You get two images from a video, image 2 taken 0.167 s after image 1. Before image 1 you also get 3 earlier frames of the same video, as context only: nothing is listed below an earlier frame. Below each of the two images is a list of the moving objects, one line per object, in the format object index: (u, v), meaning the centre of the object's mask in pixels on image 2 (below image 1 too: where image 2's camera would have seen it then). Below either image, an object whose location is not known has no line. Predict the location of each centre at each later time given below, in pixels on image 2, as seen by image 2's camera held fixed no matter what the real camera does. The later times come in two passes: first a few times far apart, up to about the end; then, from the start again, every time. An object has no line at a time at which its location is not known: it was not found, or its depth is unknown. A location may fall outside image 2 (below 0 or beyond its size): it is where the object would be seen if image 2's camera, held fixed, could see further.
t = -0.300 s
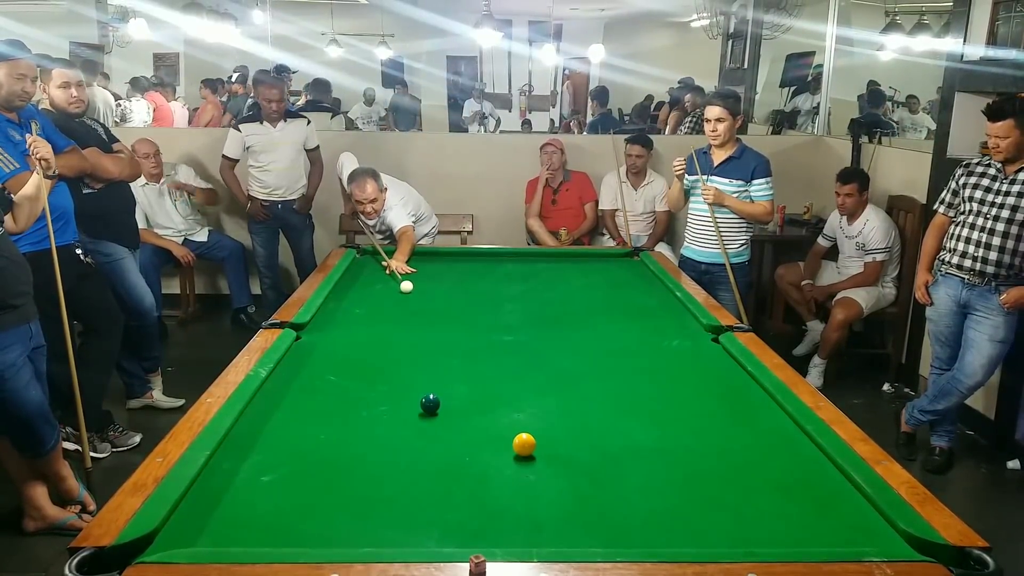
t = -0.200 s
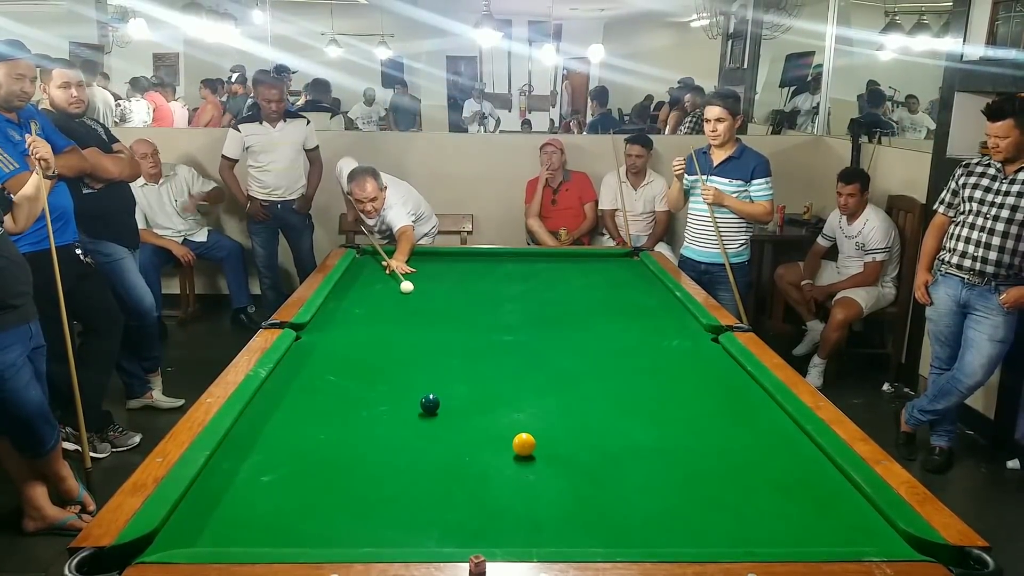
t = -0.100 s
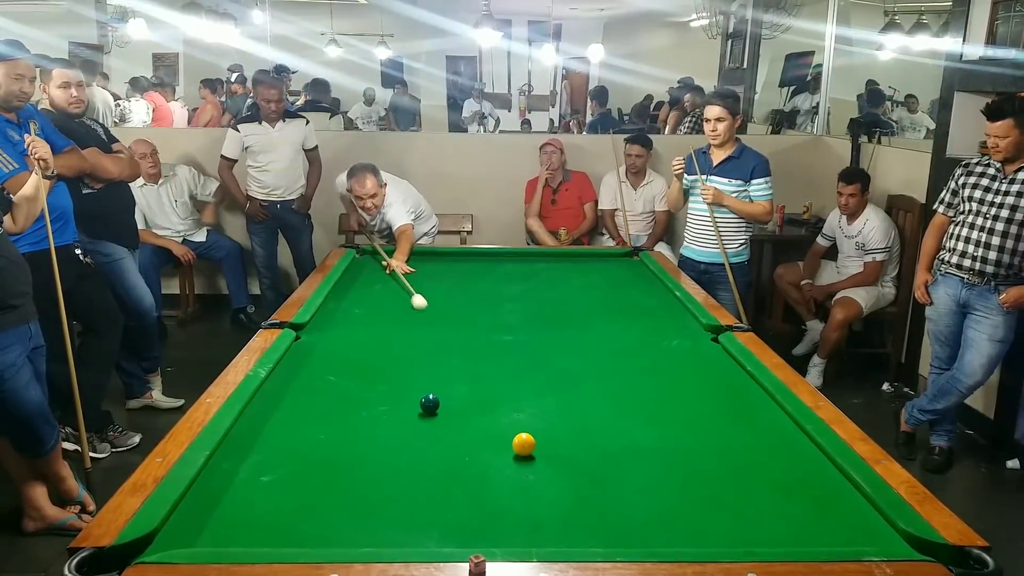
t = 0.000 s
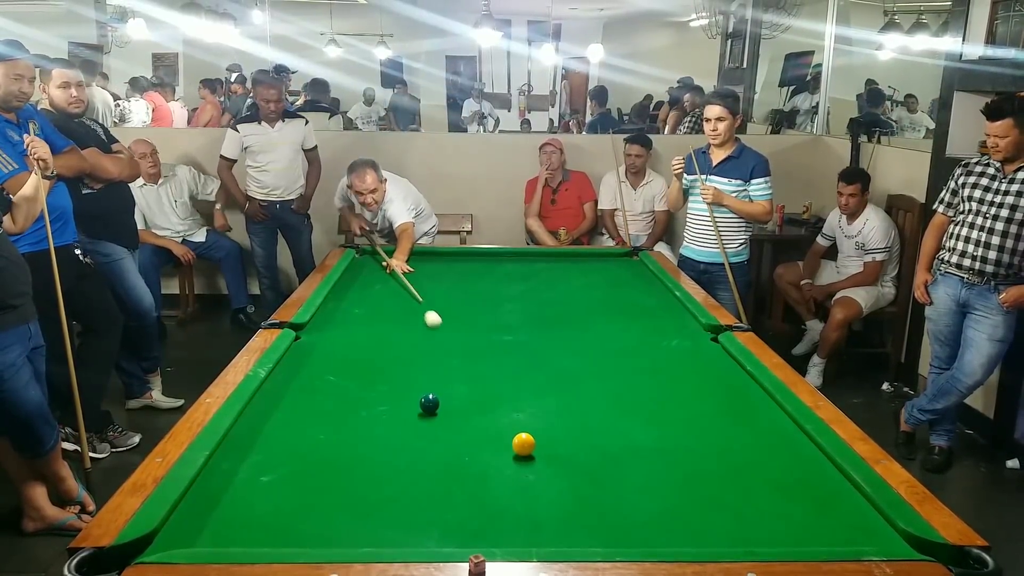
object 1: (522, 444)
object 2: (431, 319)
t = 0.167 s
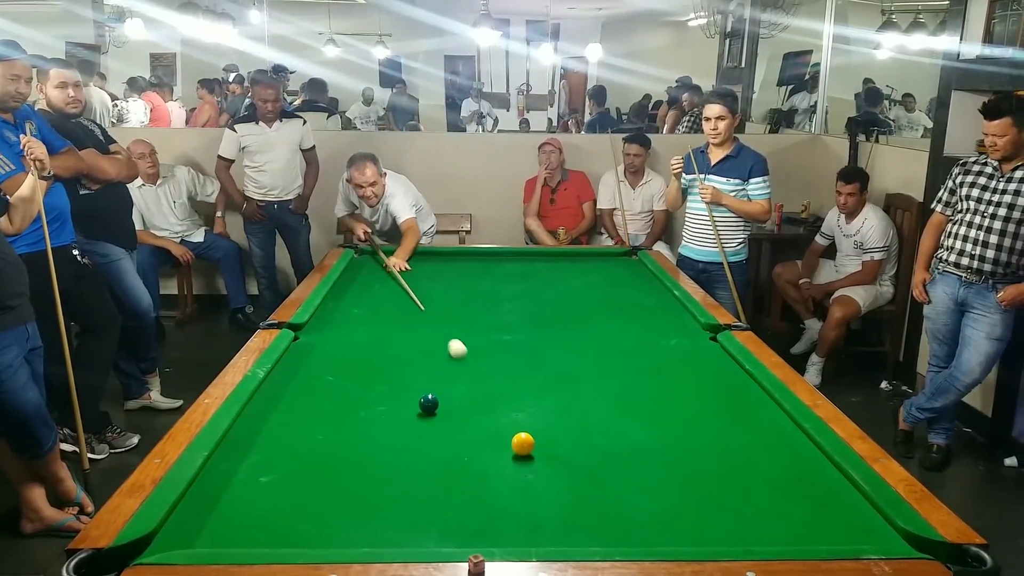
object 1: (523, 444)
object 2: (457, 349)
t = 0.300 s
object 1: (522, 444)
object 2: (482, 378)
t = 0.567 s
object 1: (507, 459)
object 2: (566, 443)
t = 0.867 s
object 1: (445, 520)
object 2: (738, 500)
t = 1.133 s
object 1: (403, 519)
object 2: (912, 543)
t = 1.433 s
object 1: (377, 479)
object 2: (880, 537)
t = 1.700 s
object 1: (358, 450)
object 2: (850, 536)
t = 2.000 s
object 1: (341, 424)
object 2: (822, 535)
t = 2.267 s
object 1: (329, 405)
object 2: (803, 534)
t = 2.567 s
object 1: (318, 388)
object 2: (786, 531)
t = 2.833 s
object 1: (309, 375)
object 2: (777, 532)
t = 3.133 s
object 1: (302, 363)
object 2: (774, 531)
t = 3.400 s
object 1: (297, 354)
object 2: (774, 532)
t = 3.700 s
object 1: (300, 346)
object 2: (774, 532)
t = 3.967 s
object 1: (308, 341)
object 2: (774, 532)
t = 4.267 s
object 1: (316, 337)
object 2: (774, 532)
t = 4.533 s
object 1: (321, 334)
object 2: (774, 532)
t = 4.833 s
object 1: (326, 331)
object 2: (774, 532)
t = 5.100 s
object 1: (329, 330)
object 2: (774, 532)
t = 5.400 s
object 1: (330, 330)
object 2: (774, 532)
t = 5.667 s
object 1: (330, 330)
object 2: (774, 531)
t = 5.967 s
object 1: (330, 330)
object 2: (774, 532)
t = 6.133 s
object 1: (330, 329)
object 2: (774, 532)
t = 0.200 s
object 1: (522, 444)
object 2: (462, 356)
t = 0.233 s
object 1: (522, 444)
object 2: (468, 363)
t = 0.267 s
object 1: (522, 444)
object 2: (475, 370)
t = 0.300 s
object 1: (522, 444)
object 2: (482, 378)
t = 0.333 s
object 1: (522, 444)
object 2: (489, 386)
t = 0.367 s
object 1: (522, 444)
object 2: (496, 395)
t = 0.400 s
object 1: (522, 444)
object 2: (504, 404)
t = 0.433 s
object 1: (522, 444)
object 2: (512, 414)
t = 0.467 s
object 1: (522, 444)
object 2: (521, 422)
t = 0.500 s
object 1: (521, 445)
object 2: (534, 432)
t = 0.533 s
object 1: (515, 451)
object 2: (549, 439)
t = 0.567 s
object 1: (507, 459)
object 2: (566, 443)
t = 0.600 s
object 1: (500, 465)
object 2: (583, 448)
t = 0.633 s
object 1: (494, 472)
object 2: (601, 453)
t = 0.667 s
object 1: (487, 478)
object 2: (619, 460)
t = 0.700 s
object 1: (481, 485)
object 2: (637, 465)
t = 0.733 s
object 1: (474, 492)
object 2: (656, 472)
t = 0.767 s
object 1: (467, 498)
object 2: (676, 479)
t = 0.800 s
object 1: (460, 505)
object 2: (696, 486)
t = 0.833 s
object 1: (453, 512)
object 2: (716, 492)
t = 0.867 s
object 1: (445, 520)
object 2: (738, 500)
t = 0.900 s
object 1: (438, 527)
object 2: (760, 507)
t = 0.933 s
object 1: (430, 534)
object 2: (782, 514)
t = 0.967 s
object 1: (423, 539)
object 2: (805, 522)
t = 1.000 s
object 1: (417, 538)
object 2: (828, 529)
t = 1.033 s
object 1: (413, 533)
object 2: (852, 534)
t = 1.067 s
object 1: (409, 529)
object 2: (876, 540)
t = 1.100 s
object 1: (406, 524)
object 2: (899, 542)
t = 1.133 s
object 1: (403, 519)
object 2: (912, 543)
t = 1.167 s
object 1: (400, 514)
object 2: (908, 544)
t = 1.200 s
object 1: (397, 509)
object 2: (905, 543)
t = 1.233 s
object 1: (394, 504)
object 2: (904, 541)
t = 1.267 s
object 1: (391, 500)
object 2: (902, 540)
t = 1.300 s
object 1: (388, 496)
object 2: (898, 539)
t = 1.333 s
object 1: (385, 491)
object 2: (893, 538)
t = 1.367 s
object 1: (382, 487)
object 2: (889, 538)
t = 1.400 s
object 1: (380, 483)
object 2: (884, 537)
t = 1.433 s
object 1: (377, 479)
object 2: (880, 537)
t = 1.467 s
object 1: (374, 475)
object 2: (876, 537)
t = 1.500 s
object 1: (372, 471)
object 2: (872, 537)
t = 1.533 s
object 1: (370, 467)
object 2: (868, 537)
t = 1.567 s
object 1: (367, 464)
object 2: (864, 536)
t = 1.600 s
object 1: (365, 460)
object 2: (861, 536)
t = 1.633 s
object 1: (363, 457)
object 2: (857, 536)
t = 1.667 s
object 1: (360, 453)
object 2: (853, 536)
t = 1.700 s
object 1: (358, 450)
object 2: (850, 536)
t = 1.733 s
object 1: (356, 447)
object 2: (846, 536)
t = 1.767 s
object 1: (354, 443)
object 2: (843, 536)
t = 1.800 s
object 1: (352, 441)
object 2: (840, 536)
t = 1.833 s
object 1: (350, 438)
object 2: (837, 536)
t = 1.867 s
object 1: (349, 435)
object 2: (833, 535)
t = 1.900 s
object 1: (347, 432)
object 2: (830, 535)
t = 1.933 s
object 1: (345, 429)
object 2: (828, 535)
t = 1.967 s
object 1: (343, 426)
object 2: (825, 535)
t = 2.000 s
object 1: (341, 424)
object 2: (822, 535)
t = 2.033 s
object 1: (340, 421)
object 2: (819, 535)
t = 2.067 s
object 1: (338, 419)
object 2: (817, 535)
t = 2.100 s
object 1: (337, 416)
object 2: (814, 534)
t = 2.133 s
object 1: (335, 414)
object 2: (812, 534)
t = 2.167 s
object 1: (334, 412)
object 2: (809, 534)
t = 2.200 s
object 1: (332, 409)
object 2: (807, 534)
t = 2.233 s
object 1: (331, 407)
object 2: (805, 534)
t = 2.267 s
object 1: (329, 405)
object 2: (803, 534)
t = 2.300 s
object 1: (328, 403)
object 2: (801, 534)
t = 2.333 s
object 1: (327, 401)
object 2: (799, 533)
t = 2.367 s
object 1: (325, 400)
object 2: (797, 533)
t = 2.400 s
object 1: (324, 397)
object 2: (795, 533)
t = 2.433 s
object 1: (323, 395)
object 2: (793, 533)
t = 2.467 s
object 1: (322, 393)
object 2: (791, 533)
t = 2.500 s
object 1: (320, 391)
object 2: (788, 532)
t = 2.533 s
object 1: (319, 389)
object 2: (787, 531)
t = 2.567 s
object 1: (318, 388)
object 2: (786, 531)
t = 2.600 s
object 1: (317, 386)
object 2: (785, 531)
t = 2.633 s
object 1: (316, 384)
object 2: (784, 532)
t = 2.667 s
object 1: (314, 383)
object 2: (783, 532)
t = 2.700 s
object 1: (313, 381)
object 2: (782, 533)
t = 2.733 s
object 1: (312, 379)
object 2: (780, 533)
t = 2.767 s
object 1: (311, 378)
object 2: (779, 532)
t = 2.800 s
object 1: (310, 376)
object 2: (778, 532)
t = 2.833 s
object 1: (309, 375)
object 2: (777, 532)
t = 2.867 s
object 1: (308, 374)
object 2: (777, 531)
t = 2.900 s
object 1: (307, 372)
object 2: (776, 531)
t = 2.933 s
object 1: (307, 371)
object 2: (776, 532)
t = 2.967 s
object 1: (306, 369)
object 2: (775, 532)
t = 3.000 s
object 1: (305, 368)
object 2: (775, 532)
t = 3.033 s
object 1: (304, 366)
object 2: (775, 532)
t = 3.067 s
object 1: (303, 365)
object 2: (774, 532)
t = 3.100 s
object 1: (303, 364)
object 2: (774, 532)
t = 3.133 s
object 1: (302, 363)
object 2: (774, 531)
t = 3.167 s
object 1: (301, 362)
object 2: (774, 531)
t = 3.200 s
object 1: (300, 360)
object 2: (774, 532)
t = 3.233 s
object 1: (300, 359)
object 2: (774, 532)
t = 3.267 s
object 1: (299, 358)
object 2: (774, 532)
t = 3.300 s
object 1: (298, 357)
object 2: (774, 532)
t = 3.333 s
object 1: (298, 356)
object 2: (774, 532)
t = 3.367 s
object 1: (297, 355)
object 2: (774, 532)
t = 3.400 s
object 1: (297, 354)
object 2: (774, 532)
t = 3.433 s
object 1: (296, 353)
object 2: (774, 532)
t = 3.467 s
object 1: (295, 352)
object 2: (774, 532)
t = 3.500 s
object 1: (295, 351)
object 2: (774, 532)
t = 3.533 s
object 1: (294, 350)
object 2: (774, 532)
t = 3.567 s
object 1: (295, 349)
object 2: (774, 532)
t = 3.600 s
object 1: (297, 348)
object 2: (774, 532)
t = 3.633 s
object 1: (298, 347)
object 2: (774, 532)
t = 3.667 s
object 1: (299, 347)
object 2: (774, 532)
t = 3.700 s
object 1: (300, 346)
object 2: (774, 532)
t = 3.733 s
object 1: (301, 346)
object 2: (774, 532)
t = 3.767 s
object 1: (302, 345)
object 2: (774, 532)
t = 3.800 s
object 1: (303, 344)
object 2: (774, 532)
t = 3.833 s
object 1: (304, 344)
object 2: (774, 532)
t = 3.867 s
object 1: (305, 343)
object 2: (774, 532)
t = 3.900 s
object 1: (306, 342)
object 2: (774, 532)
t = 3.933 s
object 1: (307, 342)
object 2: (774, 532)
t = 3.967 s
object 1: (308, 341)
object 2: (774, 532)
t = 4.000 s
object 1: (309, 341)
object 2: (774, 532)
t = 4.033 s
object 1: (310, 340)
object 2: (774, 532)
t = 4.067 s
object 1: (311, 340)
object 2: (774, 532)
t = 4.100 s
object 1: (312, 339)
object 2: (774, 532)
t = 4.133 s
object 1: (313, 339)
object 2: (774, 532)
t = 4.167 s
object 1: (314, 338)
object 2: (774, 532)
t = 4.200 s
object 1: (315, 338)
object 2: (774, 532)
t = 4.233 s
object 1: (315, 337)
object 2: (774, 532)
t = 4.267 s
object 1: (316, 337)
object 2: (774, 532)
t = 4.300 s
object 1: (317, 337)
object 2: (774, 532)
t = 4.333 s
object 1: (318, 336)
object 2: (774, 532)
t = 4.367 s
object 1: (318, 336)
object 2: (774, 532)
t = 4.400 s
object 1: (319, 335)
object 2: (774, 532)
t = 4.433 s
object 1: (320, 335)
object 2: (774, 532)
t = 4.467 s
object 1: (320, 335)
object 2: (774, 532)
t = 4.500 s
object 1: (321, 334)
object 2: (774, 531)
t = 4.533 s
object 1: (321, 334)
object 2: (774, 532)
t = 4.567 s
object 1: (322, 334)
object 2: (774, 532)
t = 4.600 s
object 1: (323, 333)
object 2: (774, 532)
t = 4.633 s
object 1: (323, 333)
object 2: (774, 532)
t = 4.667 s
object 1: (324, 333)
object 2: (774, 532)
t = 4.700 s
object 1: (324, 332)
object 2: (774, 532)
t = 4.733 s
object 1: (325, 332)
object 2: (774, 532)
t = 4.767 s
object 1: (325, 332)
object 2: (774, 532)
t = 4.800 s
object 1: (326, 332)
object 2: (774, 532)
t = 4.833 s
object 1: (326, 331)
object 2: (774, 532)
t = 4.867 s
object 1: (327, 331)
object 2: (774, 532)
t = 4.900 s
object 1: (327, 331)
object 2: (774, 532)
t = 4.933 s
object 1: (327, 331)
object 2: (774, 532)
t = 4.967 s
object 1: (328, 331)
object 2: (774, 532)
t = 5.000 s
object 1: (328, 330)
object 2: (774, 532)
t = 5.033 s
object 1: (328, 330)
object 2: (774, 532)
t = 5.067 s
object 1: (329, 330)
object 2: (774, 532)
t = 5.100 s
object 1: (329, 330)
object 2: (774, 532)
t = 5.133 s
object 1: (329, 330)
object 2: (774, 532)
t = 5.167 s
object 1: (329, 330)
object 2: (774, 532)
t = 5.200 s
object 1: (329, 330)
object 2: (774, 532)
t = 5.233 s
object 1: (330, 330)
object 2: (774, 532)
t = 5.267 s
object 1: (330, 330)
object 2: (774, 532)
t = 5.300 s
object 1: (330, 330)
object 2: (774, 532)
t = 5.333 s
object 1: (330, 330)
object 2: (774, 532)
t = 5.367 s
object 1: (330, 330)
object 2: (774, 532)
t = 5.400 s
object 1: (330, 330)
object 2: (774, 532)
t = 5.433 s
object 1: (330, 329)
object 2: (774, 532)
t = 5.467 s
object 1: (330, 329)
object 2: (774, 532)
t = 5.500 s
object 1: (330, 329)
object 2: (774, 532)
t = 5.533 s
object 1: (330, 329)
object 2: (774, 532)
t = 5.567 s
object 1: (330, 329)
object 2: (774, 532)
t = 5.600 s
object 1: (330, 330)
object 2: (774, 531)
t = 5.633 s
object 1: (330, 330)
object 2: (774, 532)
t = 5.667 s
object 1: (330, 330)
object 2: (774, 531)
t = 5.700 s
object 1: (330, 329)
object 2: (774, 531)
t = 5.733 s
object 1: (330, 330)
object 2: (774, 531)
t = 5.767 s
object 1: (330, 330)
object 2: (774, 531)
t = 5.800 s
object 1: (330, 330)
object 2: (774, 531)
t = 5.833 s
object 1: (330, 330)
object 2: (774, 531)
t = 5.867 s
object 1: (330, 330)
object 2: (774, 531)
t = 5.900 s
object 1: (330, 330)
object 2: (774, 531)
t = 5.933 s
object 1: (330, 330)
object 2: (774, 531)
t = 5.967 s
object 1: (330, 330)
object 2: (774, 532)
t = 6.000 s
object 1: (330, 329)
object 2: (774, 532)
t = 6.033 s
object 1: (330, 330)
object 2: (774, 532)
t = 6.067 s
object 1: (330, 329)
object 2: (774, 532)
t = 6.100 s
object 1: (330, 330)
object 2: (774, 532)
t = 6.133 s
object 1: (330, 329)
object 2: (774, 532)
